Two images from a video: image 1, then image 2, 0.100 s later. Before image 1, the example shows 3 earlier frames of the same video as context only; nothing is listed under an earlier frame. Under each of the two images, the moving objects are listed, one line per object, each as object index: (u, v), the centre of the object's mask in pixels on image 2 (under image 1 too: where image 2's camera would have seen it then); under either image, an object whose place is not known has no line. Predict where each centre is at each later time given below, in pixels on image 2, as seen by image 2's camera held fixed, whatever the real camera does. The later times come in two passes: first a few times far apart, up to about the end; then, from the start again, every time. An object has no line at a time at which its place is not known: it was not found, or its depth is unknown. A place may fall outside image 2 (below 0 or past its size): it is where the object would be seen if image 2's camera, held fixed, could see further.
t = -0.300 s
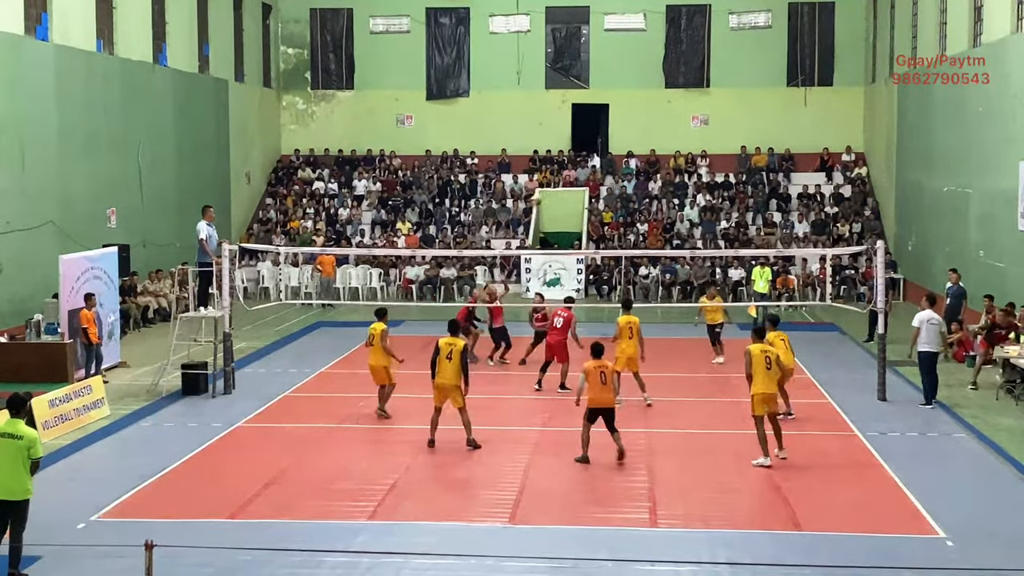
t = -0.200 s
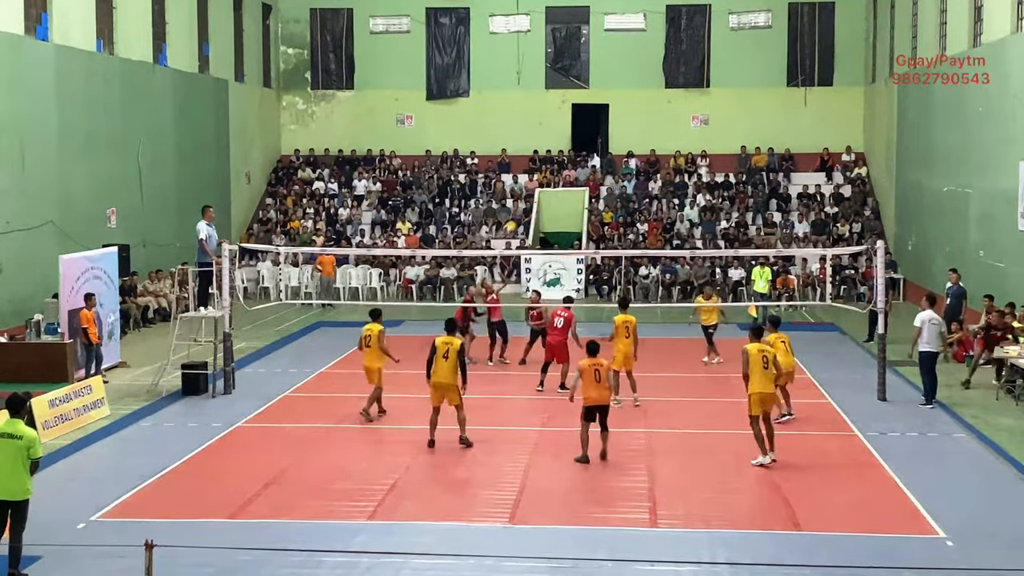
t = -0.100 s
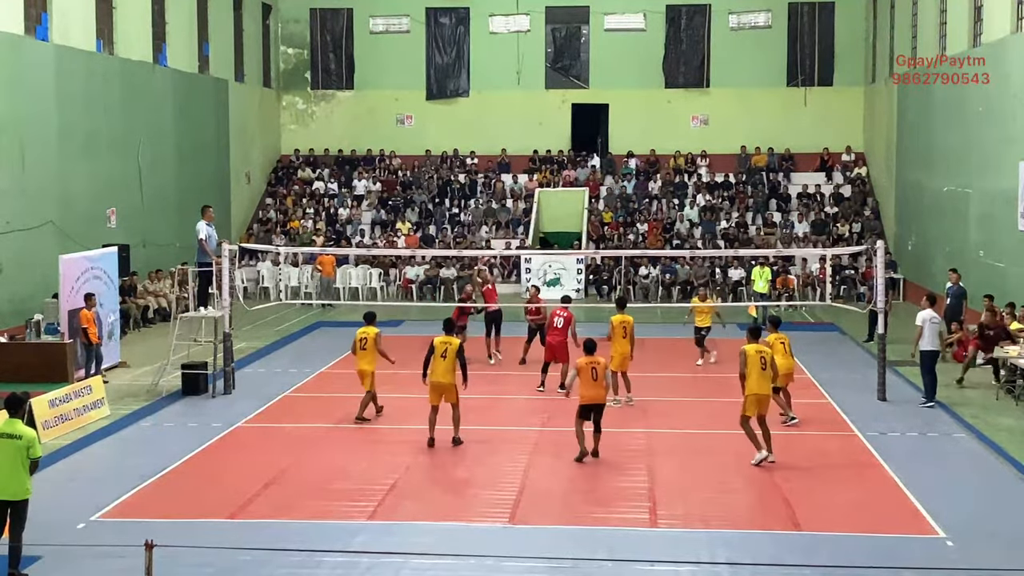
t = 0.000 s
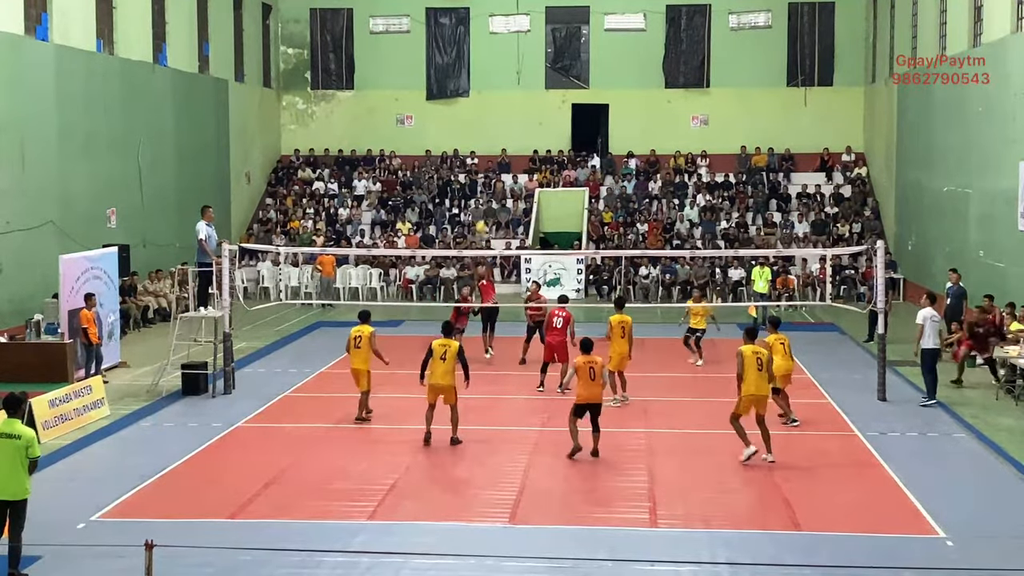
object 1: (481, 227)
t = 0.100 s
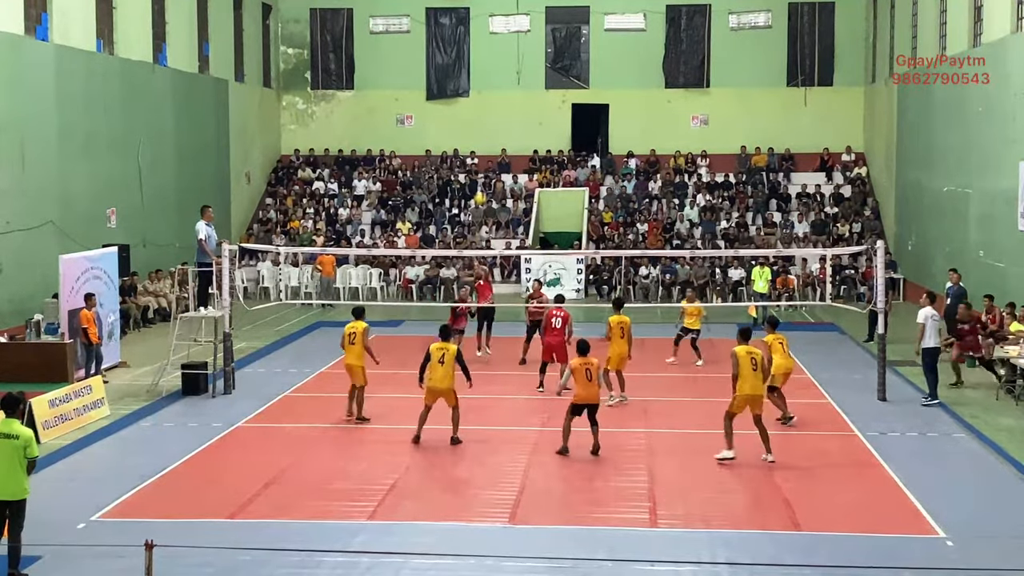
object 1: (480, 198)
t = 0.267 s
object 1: (477, 161)
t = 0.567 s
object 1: (476, 132)
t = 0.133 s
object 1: (478, 190)
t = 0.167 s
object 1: (478, 181)
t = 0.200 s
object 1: (478, 173)
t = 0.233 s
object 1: (478, 167)
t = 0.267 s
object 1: (477, 161)
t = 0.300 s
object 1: (477, 156)
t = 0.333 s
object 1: (477, 150)
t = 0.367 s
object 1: (477, 145)
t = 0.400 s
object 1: (477, 141)
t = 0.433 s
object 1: (477, 138)
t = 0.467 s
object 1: (477, 135)
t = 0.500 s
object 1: (477, 134)
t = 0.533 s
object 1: (477, 133)
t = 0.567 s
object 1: (476, 132)
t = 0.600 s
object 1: (477, 133)
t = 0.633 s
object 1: (477, 133)
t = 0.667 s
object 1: (477, 135)
